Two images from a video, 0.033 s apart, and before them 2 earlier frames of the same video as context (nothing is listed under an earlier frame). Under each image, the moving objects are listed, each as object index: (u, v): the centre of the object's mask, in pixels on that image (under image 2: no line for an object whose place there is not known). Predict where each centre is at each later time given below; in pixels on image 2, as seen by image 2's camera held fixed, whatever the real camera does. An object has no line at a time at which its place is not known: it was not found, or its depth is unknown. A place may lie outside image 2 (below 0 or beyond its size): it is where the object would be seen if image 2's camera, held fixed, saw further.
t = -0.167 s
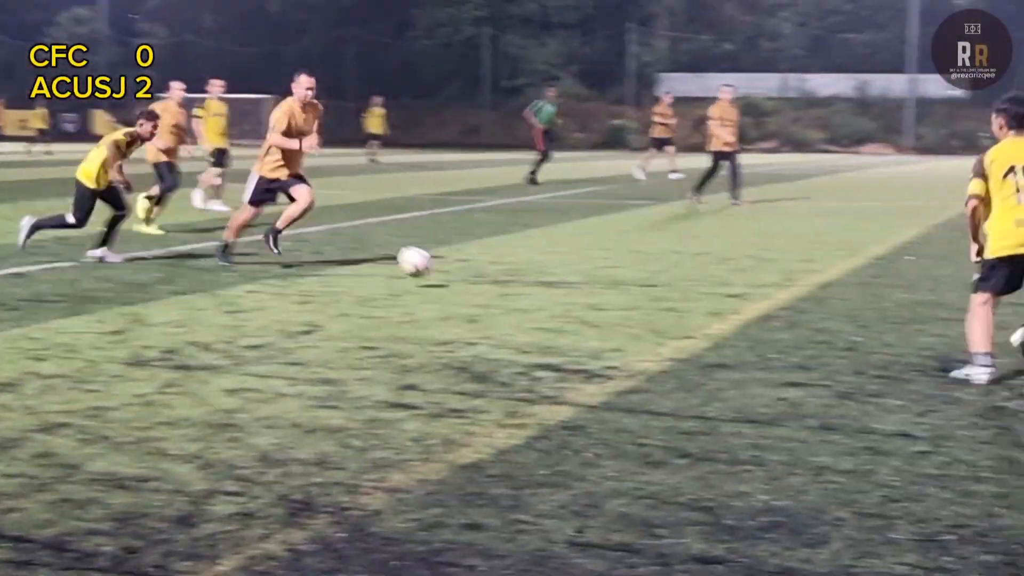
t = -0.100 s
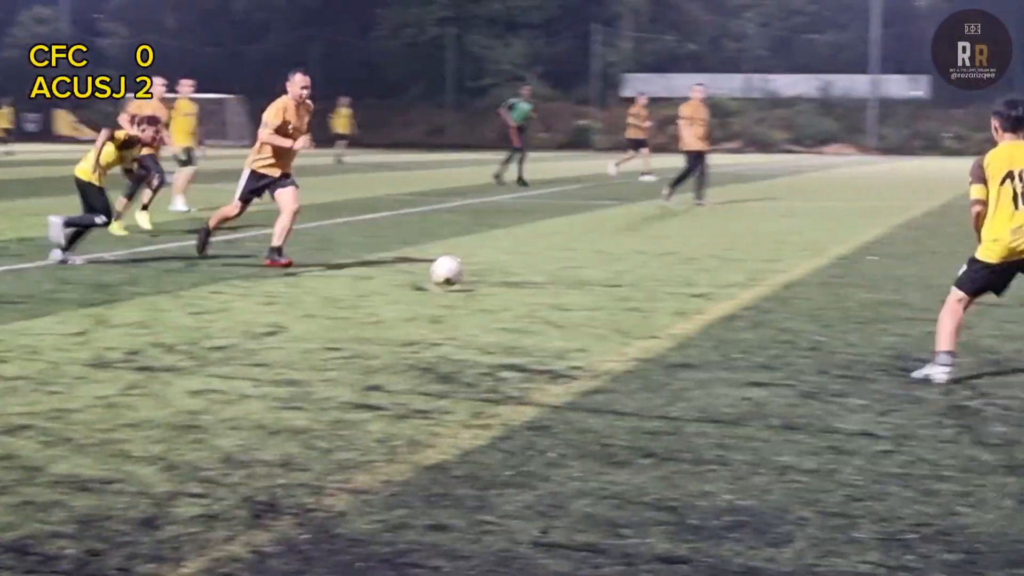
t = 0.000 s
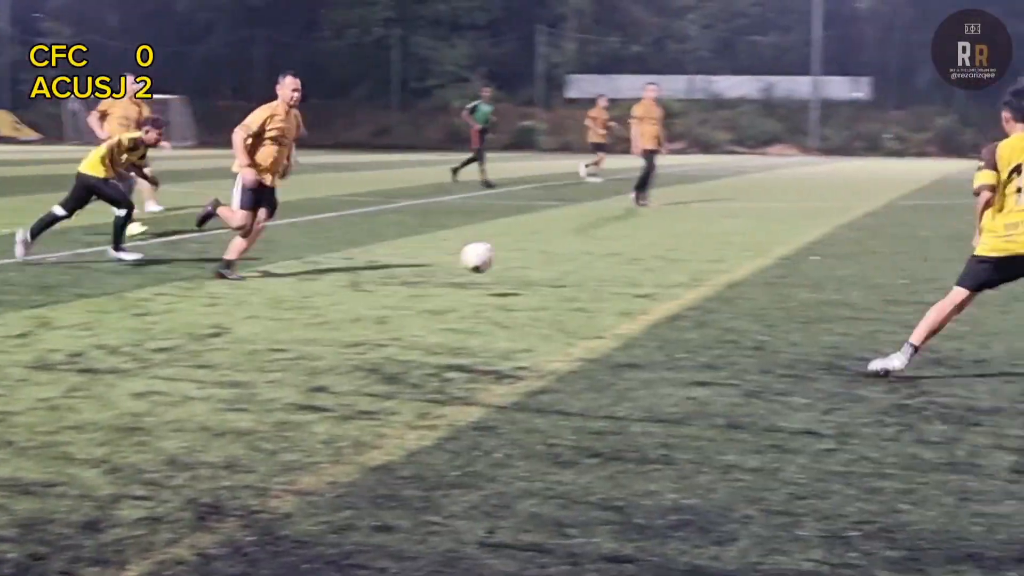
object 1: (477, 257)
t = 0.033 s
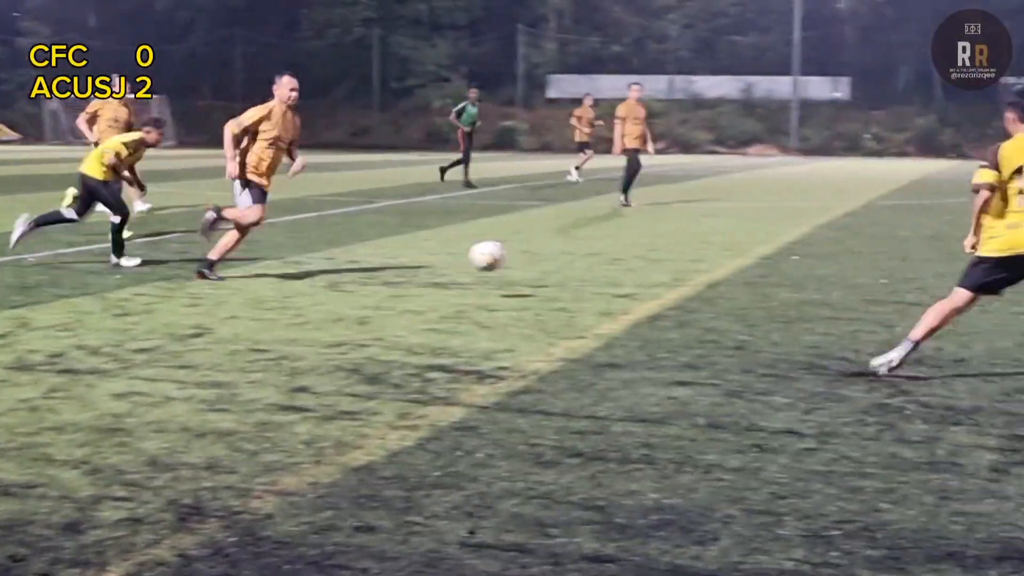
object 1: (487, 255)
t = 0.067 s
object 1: (514, 255)
